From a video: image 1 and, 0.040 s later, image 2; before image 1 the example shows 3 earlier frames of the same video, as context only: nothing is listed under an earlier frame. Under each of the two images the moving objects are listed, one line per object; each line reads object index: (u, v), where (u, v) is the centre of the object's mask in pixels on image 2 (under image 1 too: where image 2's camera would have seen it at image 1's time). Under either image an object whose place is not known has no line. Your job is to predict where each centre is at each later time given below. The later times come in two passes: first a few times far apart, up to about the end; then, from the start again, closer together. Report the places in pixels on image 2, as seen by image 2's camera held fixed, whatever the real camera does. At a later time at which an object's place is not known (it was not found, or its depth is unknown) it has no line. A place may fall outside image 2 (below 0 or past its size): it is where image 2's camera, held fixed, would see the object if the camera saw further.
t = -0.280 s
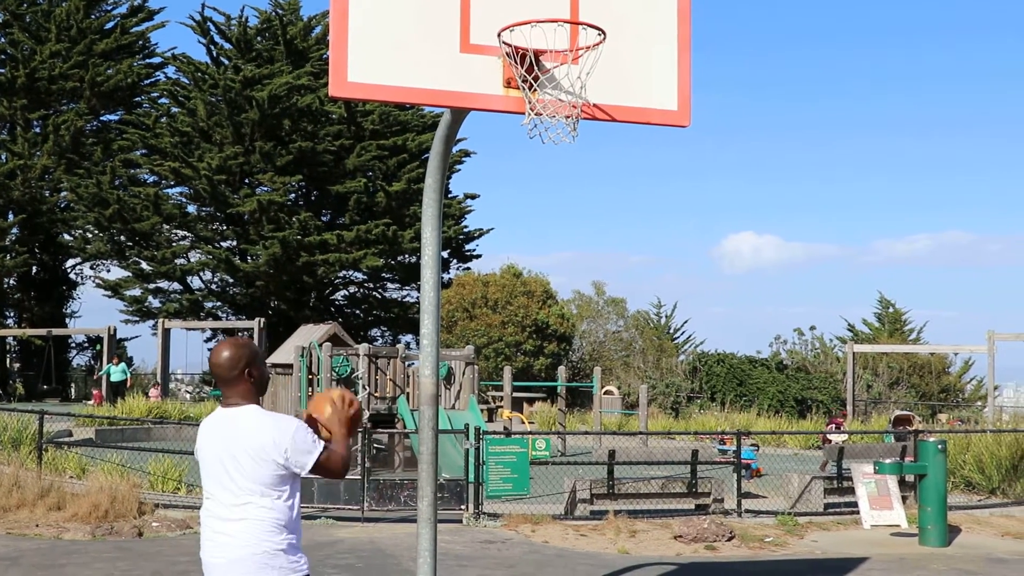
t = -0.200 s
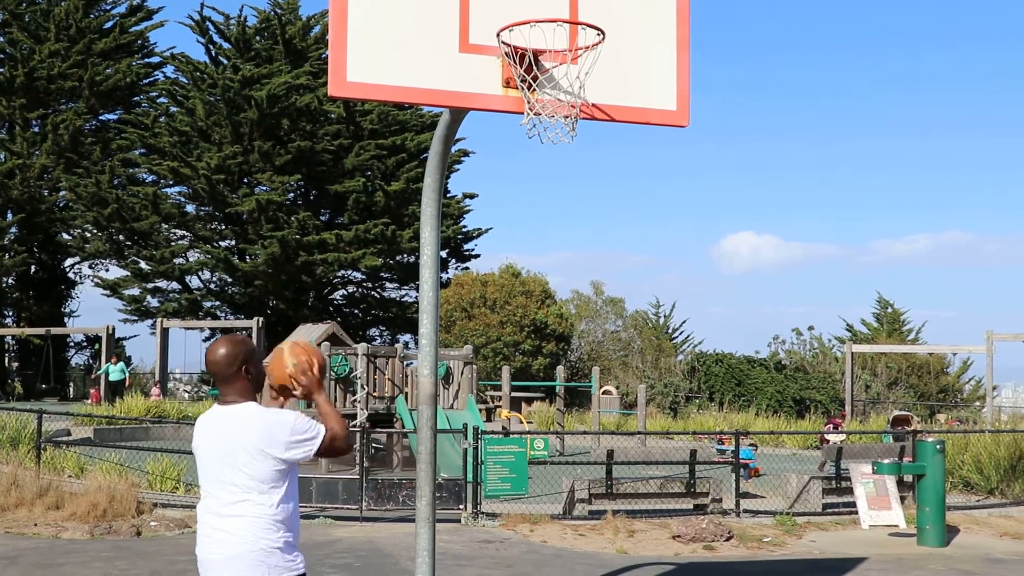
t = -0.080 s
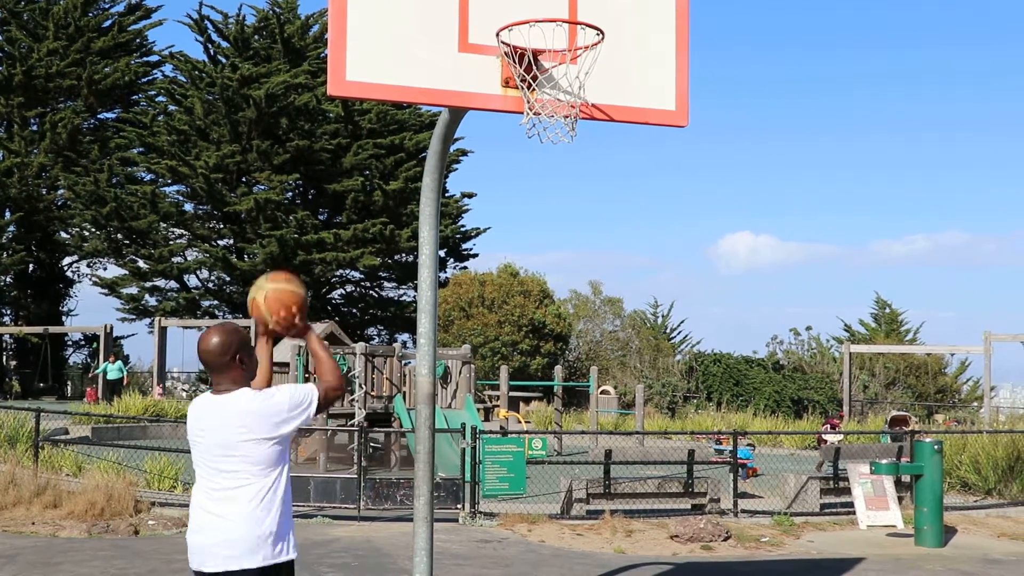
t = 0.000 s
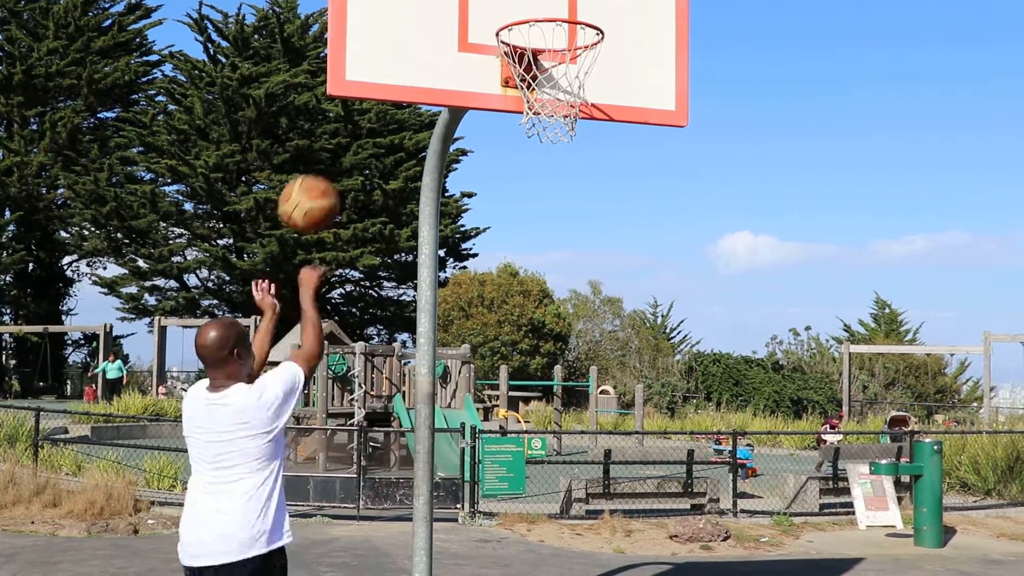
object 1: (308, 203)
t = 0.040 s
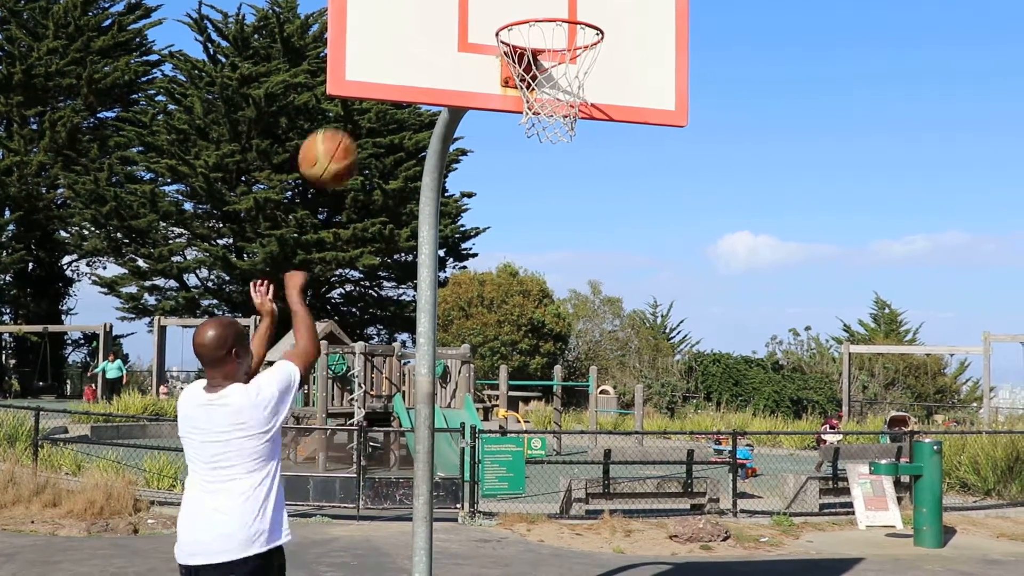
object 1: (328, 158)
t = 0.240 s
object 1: (421, 9)
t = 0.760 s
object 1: (616, 5)
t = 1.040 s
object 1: (721, 217)
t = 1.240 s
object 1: (798, 492)
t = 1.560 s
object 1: (888, 469)
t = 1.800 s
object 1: (939, 293)
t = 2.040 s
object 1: (992, 234)
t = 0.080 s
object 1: (348, 116)
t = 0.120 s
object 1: (367, 79)
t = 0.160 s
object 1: (385, 47)
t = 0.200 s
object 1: (403, 21)
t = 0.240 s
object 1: (421, 9)
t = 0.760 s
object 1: (616, 5)
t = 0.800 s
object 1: (631, 15)
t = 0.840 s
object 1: (646, 37)
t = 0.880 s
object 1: (661, 66)
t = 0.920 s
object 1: (675, 98)
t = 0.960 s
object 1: (690, 134)
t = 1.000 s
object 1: (705, 173)
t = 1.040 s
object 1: (721, 217)
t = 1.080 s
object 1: (736, 264)
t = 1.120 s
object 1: (751, 315)
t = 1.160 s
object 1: (766, 371)
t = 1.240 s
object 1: (798, 492)
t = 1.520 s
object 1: (880, 512)
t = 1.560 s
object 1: (888, 469)
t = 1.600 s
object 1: (896, 432)
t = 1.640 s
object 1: (905, 397)
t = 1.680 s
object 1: (914, 367)
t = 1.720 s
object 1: (922, 339)
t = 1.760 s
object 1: (931, 314)
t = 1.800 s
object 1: (939, 293)
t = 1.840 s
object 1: (948, 275)
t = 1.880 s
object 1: (956, 260)
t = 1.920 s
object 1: (965, 248)
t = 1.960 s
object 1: (974, 240)
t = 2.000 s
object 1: (983, 236)
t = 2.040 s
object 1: (992, 234)
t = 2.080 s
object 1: (1001, 237)
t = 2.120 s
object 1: (1008, 242)
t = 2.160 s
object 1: (1014, 252)
